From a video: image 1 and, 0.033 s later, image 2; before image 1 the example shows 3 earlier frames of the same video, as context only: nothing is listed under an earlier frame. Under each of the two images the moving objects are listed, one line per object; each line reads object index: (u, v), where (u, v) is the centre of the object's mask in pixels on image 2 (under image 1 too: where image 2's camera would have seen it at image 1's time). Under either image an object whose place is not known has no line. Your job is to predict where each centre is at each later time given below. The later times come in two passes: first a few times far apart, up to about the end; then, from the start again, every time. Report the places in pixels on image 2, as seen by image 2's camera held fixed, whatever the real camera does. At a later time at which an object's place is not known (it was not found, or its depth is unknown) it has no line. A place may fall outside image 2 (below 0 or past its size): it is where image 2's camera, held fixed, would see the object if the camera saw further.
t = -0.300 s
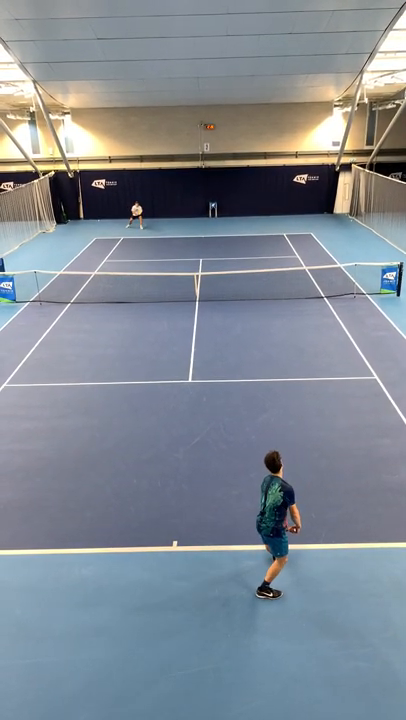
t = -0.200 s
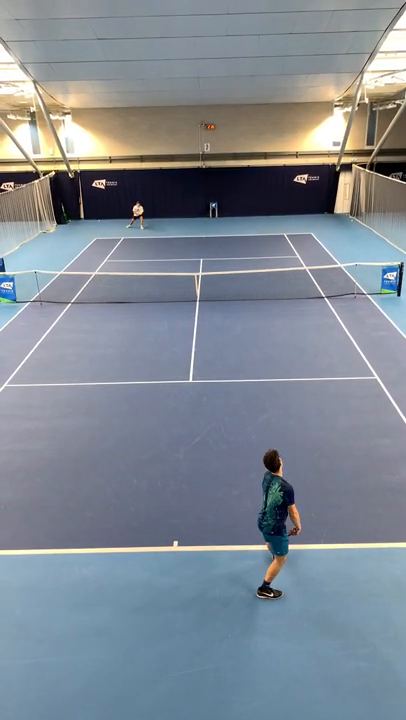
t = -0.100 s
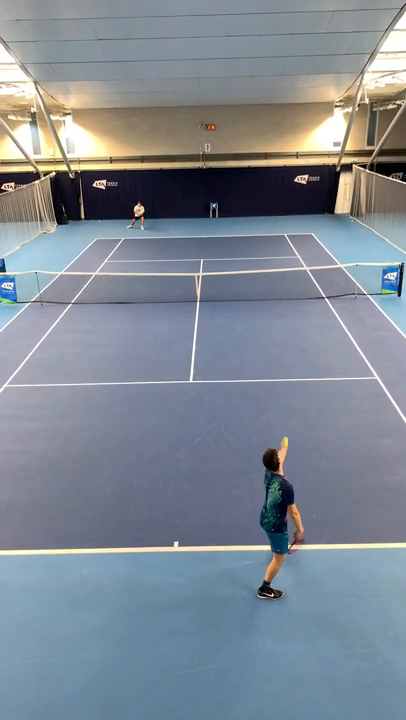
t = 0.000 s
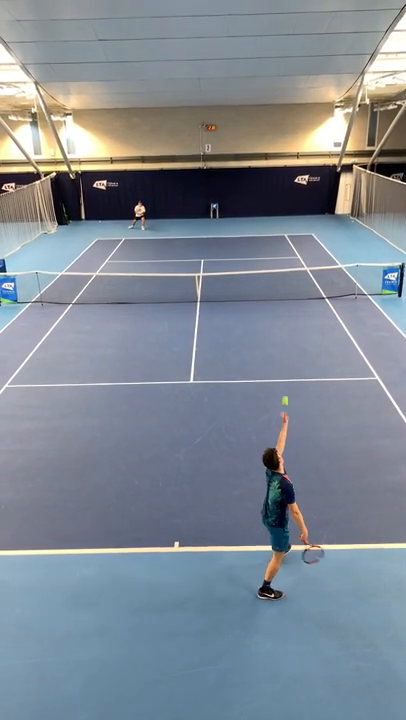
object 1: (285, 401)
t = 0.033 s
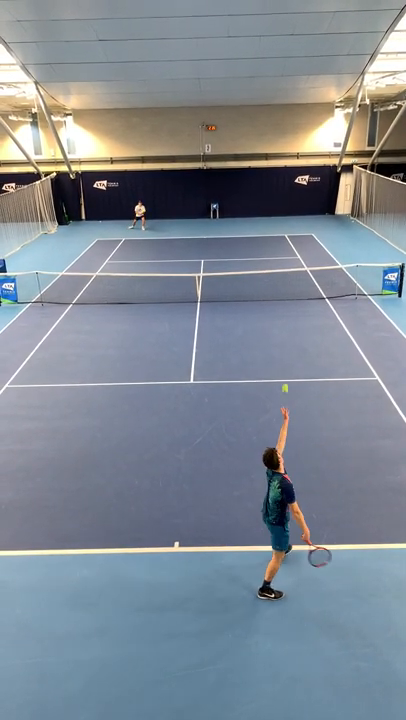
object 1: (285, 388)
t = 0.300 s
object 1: (282, 314)
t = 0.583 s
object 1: (279, 295)
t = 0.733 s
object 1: (276, 310)
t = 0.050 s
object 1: (284, 382)
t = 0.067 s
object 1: (284, 376)
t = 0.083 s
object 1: (284, 371)
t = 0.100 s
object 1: (284, 364)
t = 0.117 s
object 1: (284, 360)
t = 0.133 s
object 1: (284, 355)
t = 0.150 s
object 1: (284, 350)
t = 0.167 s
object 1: (283, 345)
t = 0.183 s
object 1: (284, 340)
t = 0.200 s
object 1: (283, 336)
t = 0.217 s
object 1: (283, 332)
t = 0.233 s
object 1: (283, 328)
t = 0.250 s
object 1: (283, 324)
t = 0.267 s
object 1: (283, 321)
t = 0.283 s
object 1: (283, 318)
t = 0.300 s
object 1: (282, 314)
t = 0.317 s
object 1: (282, 311)
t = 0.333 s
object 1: (282, 309)
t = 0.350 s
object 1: (282, 306)
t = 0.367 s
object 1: (282, 304)
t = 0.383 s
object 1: (281, 302)
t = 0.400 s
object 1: (281, 300)
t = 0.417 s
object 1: (281, 298)
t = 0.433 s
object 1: (281, 297)
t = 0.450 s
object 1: (281, 296)
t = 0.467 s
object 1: (281, 295)
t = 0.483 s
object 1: (280, 294)
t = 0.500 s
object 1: (280, 293)
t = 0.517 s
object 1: (280, 293)
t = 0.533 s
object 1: (279, 293)
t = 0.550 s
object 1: (279, 294)
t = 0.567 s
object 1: (279, 294)
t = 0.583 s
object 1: (279, 295)
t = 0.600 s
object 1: (278, 296)
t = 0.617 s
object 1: (278, 296)
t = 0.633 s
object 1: (278, 297)
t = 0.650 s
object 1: (278, 299)
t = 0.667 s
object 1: (277, 301)
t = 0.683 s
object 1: (277, 302)
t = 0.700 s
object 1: (277, 305)
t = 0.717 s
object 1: (277, 307)
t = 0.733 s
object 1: (276, 310)
